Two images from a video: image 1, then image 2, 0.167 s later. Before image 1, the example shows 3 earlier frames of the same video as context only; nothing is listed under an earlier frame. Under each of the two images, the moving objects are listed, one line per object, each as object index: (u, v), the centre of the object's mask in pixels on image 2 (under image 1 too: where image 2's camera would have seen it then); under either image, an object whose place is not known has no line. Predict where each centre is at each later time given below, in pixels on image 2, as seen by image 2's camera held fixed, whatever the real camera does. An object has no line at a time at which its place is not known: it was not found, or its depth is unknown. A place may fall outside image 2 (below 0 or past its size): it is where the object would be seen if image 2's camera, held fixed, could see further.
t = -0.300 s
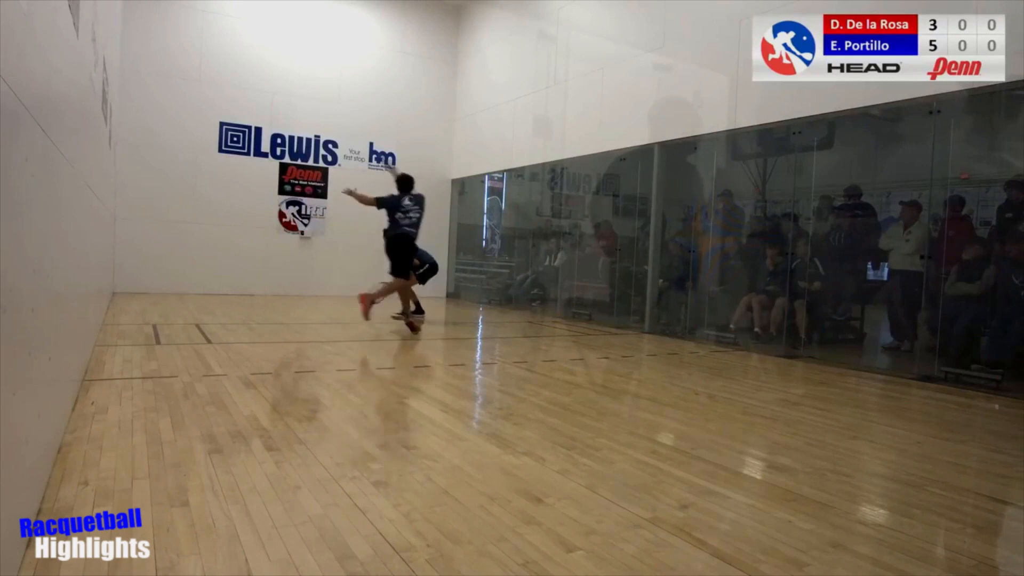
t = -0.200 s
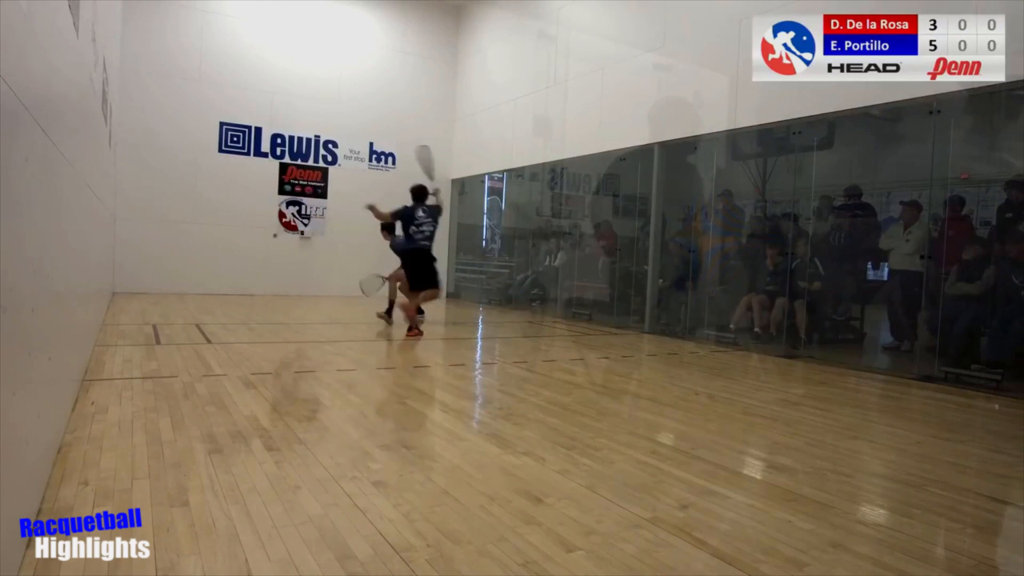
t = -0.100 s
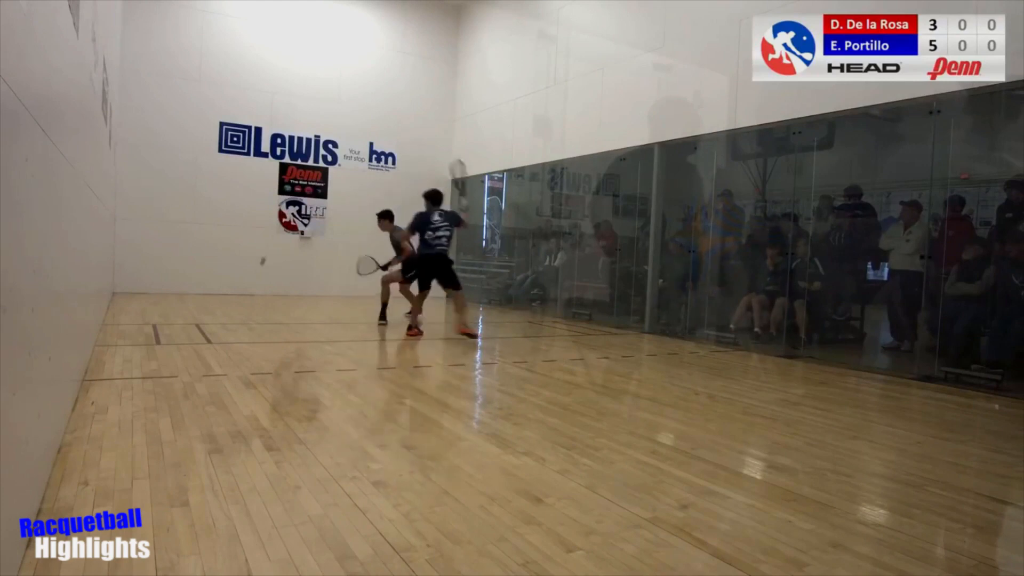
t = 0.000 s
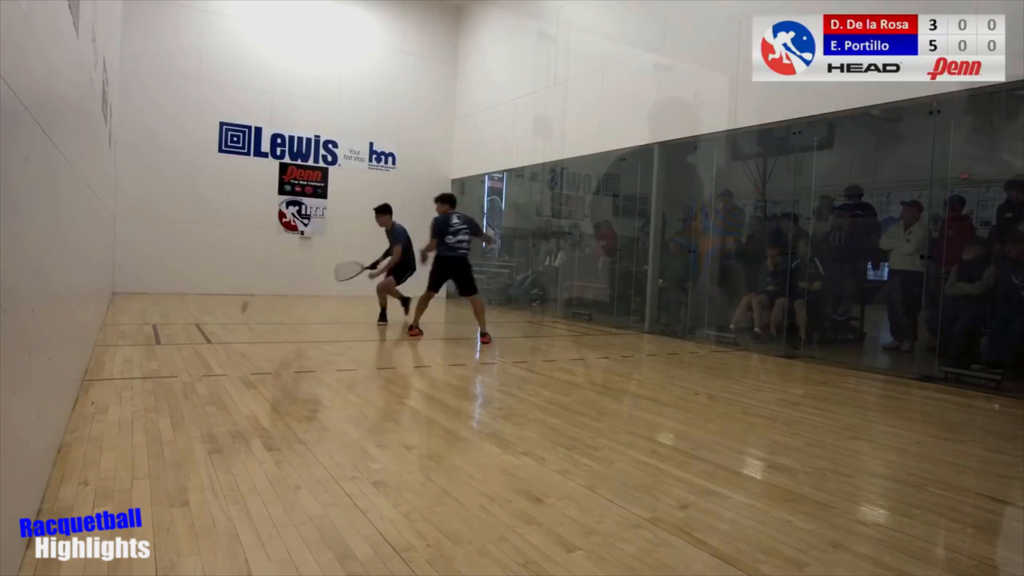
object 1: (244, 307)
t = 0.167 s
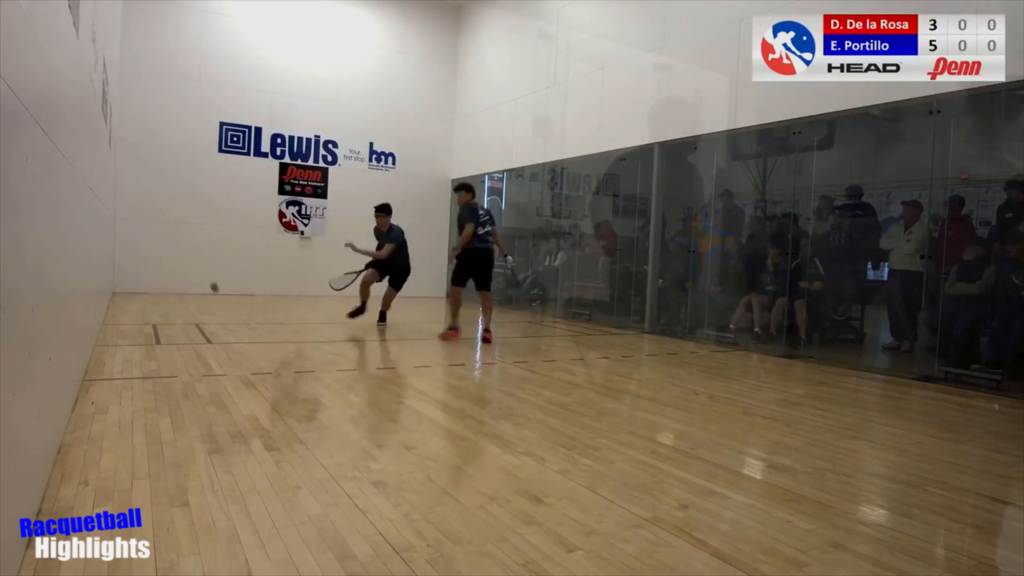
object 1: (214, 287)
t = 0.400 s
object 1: (139, 183)
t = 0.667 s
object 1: (190, 47)
